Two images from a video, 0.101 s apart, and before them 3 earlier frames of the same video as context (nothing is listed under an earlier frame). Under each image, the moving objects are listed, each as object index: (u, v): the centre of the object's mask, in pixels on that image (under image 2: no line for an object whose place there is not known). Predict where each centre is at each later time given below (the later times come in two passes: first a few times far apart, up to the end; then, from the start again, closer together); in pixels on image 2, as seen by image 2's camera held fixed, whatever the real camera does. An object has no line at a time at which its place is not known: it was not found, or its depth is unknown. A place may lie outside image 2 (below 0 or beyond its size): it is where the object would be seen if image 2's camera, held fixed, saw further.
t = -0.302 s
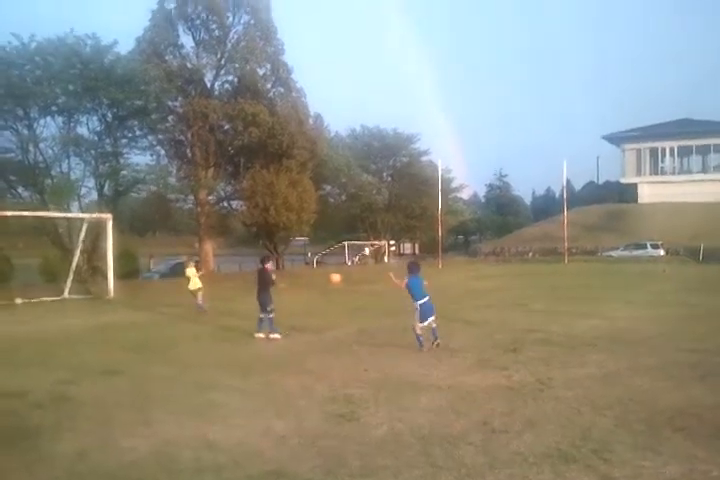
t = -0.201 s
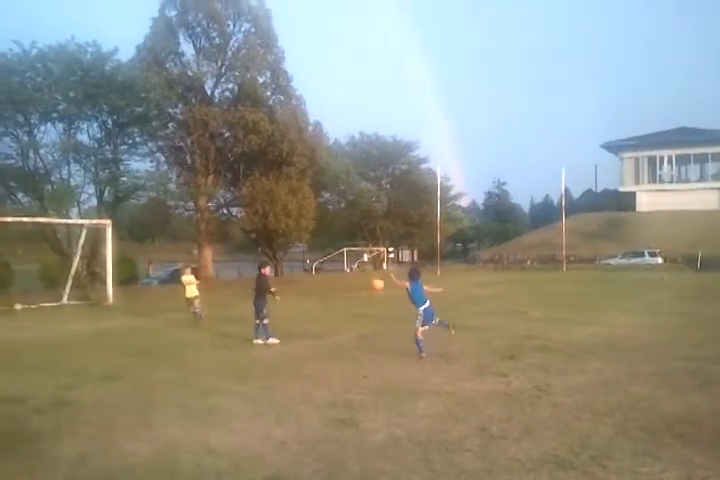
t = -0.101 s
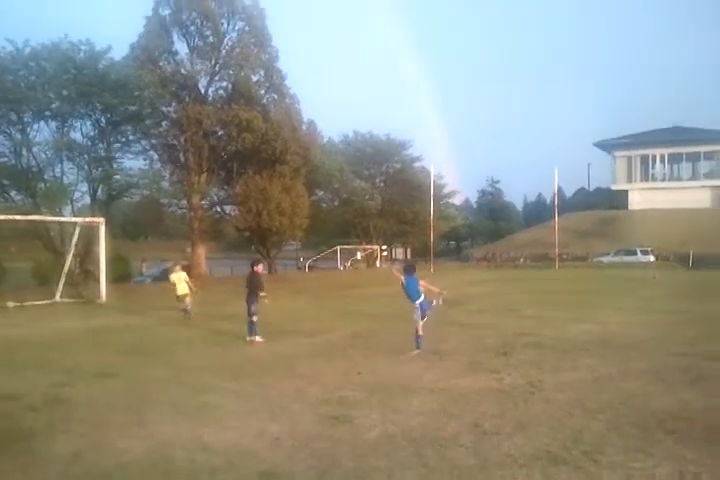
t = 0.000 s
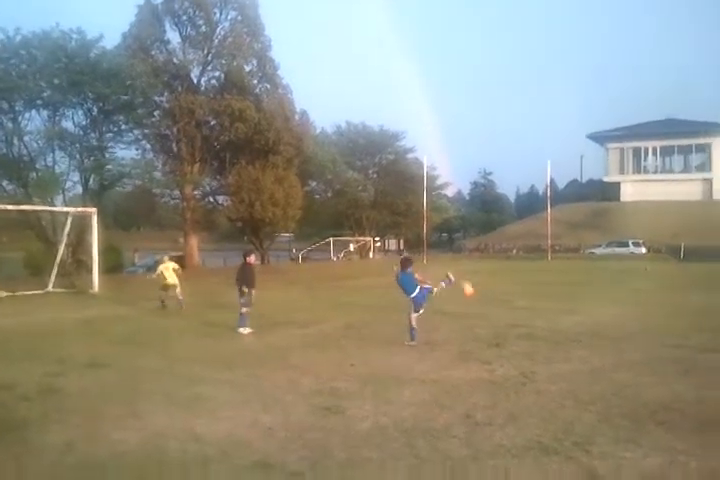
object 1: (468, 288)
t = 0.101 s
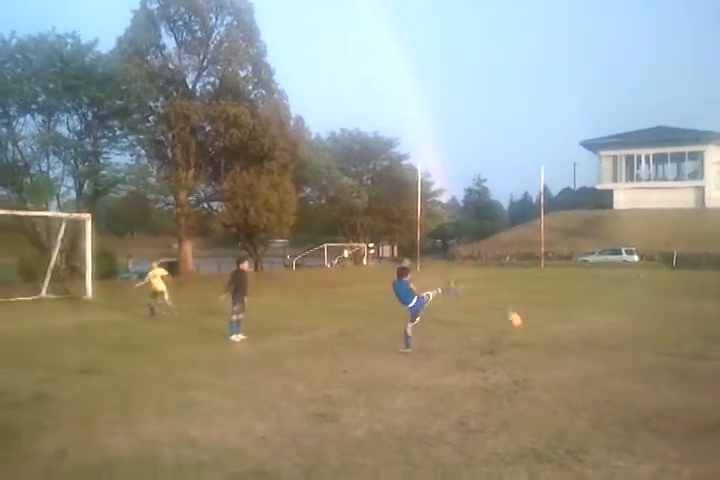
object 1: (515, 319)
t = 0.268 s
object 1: (600, 337)
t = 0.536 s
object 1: (717, 309)
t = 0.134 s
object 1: (534, 328)
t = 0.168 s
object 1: (553, 339)
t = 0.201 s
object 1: (572, 349)
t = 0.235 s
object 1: (586, 344)
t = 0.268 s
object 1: (600, 337)
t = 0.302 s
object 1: (614, 331)
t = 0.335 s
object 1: (628, 326)
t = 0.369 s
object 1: (643, 322)
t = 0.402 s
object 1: (656, 316)
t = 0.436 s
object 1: (672, 314)
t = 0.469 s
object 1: (688, 311)
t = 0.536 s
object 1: (717, 309)
